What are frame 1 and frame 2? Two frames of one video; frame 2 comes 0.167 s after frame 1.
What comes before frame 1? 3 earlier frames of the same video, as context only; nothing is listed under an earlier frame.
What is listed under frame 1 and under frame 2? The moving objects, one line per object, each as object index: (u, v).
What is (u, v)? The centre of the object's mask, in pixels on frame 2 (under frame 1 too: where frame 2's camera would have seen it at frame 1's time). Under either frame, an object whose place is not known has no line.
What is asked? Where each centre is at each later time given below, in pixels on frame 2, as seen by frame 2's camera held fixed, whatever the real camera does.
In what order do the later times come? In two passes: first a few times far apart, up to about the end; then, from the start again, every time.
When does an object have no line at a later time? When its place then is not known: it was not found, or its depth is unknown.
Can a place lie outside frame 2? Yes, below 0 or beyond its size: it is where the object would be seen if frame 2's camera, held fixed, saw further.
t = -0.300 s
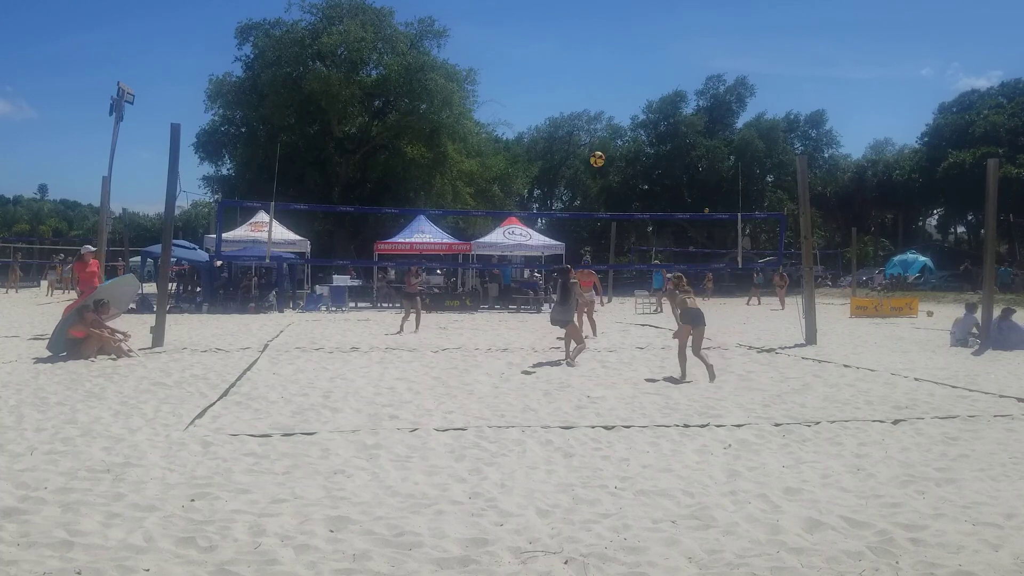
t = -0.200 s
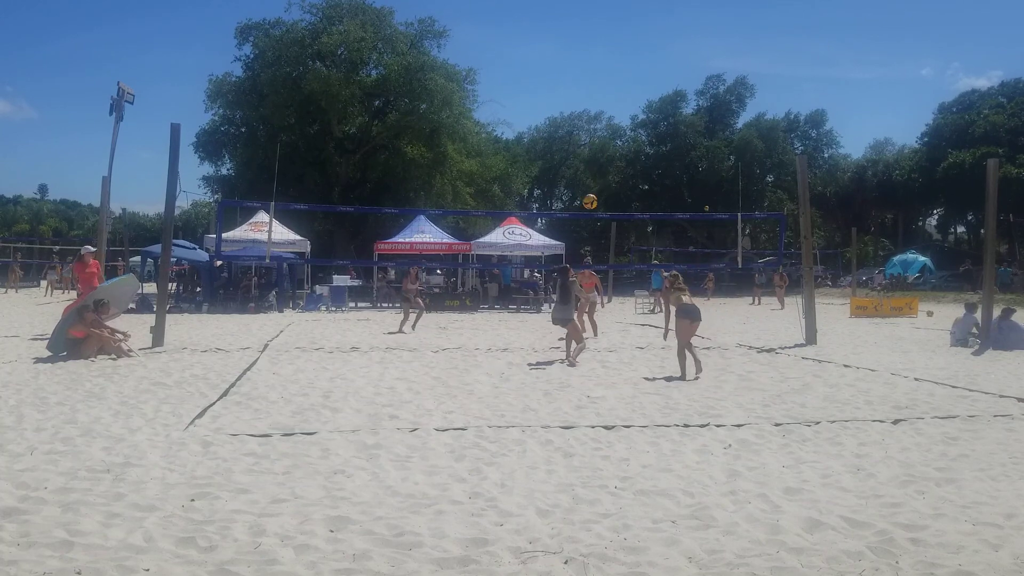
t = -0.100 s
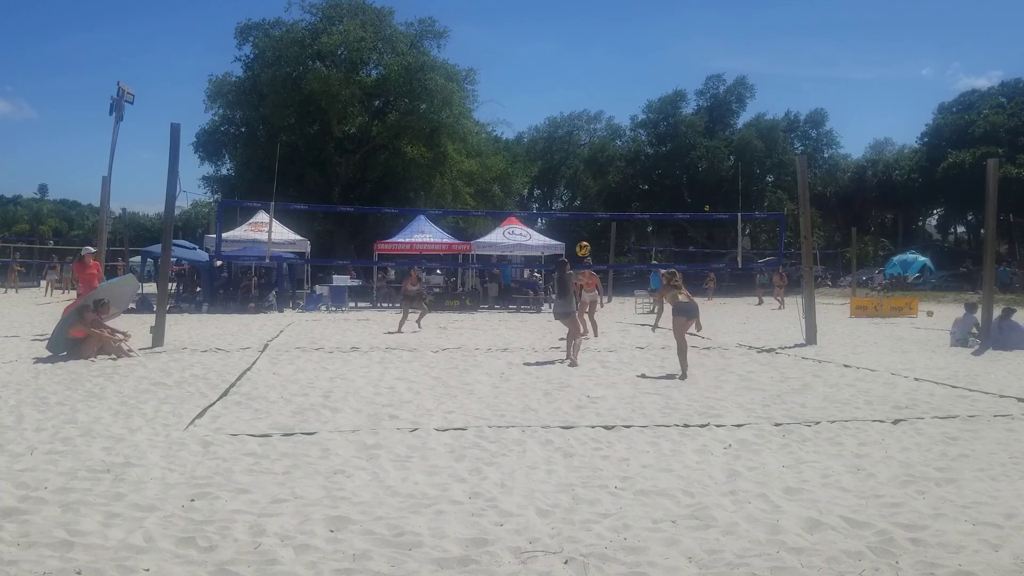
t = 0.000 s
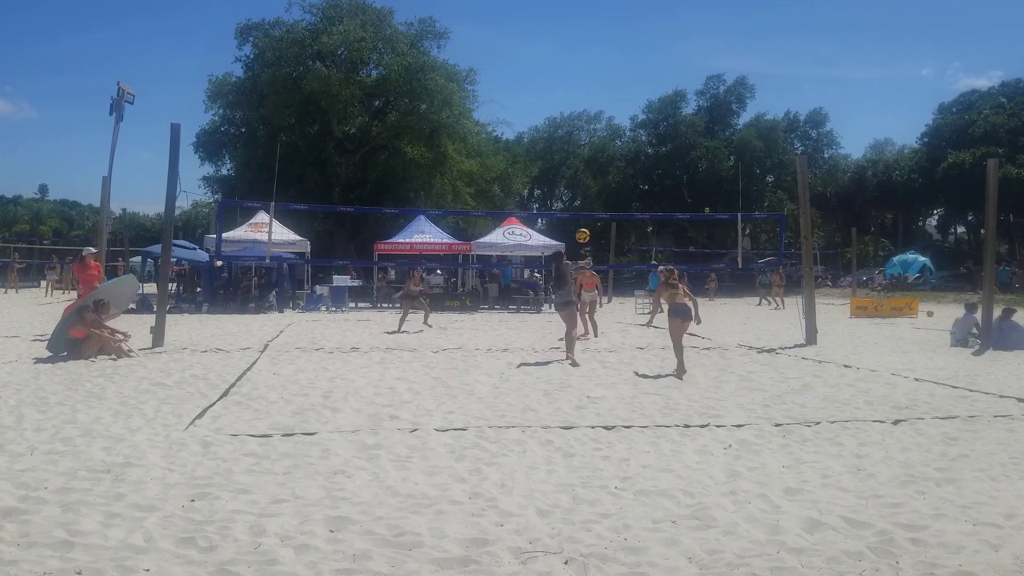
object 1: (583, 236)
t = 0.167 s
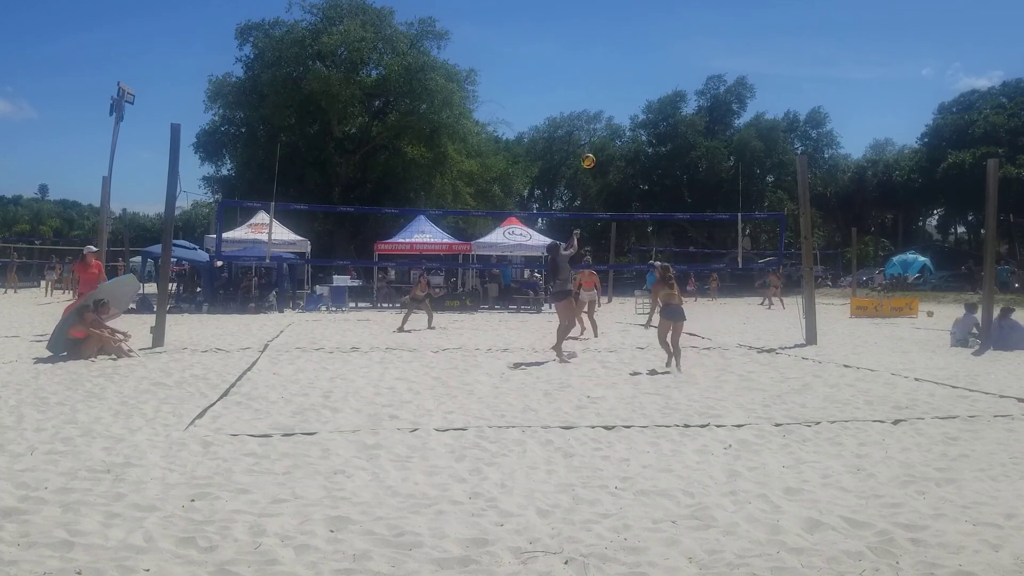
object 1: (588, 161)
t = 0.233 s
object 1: (591, 136)
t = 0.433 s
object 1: (598, 79)
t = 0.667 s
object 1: (608, 45)
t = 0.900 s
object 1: (618, 48)
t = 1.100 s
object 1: (628, 77)
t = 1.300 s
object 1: (637, 130)
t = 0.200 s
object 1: (589, 148)
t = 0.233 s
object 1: (591, 136)
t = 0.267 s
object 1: (591, 125)
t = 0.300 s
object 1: (593, 114)
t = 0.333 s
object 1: (594, 104)
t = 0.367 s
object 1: (595, 95)
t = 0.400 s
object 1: (597, 86)
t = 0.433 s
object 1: (598, 79)
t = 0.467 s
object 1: (600, 72)
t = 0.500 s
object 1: (601, 66)
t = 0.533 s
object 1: (603, 60)
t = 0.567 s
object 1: (604, 55)
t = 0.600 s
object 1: (606, 51)
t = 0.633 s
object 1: (607, 48)
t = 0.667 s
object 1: (608, 45)
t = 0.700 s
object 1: (610, 44)
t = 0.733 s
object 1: (611, 43)
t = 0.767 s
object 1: (613, 42)
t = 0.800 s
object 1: (614, 42)
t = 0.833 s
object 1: (616, 43)
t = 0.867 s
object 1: (617, 45)
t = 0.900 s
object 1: (618, 48)
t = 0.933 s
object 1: (620, 50)
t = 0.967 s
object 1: (621, 54)
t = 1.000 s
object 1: (623, 59)
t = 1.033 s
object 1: (625, 64)
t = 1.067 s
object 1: (626, 70)
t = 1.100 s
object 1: (628, 77)
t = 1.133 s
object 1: (630, 84)
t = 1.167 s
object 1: (631, 92)
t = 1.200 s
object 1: (633, 100)
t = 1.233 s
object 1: (634, 110)
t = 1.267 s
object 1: (635, 120)
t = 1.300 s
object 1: (637, 130)
